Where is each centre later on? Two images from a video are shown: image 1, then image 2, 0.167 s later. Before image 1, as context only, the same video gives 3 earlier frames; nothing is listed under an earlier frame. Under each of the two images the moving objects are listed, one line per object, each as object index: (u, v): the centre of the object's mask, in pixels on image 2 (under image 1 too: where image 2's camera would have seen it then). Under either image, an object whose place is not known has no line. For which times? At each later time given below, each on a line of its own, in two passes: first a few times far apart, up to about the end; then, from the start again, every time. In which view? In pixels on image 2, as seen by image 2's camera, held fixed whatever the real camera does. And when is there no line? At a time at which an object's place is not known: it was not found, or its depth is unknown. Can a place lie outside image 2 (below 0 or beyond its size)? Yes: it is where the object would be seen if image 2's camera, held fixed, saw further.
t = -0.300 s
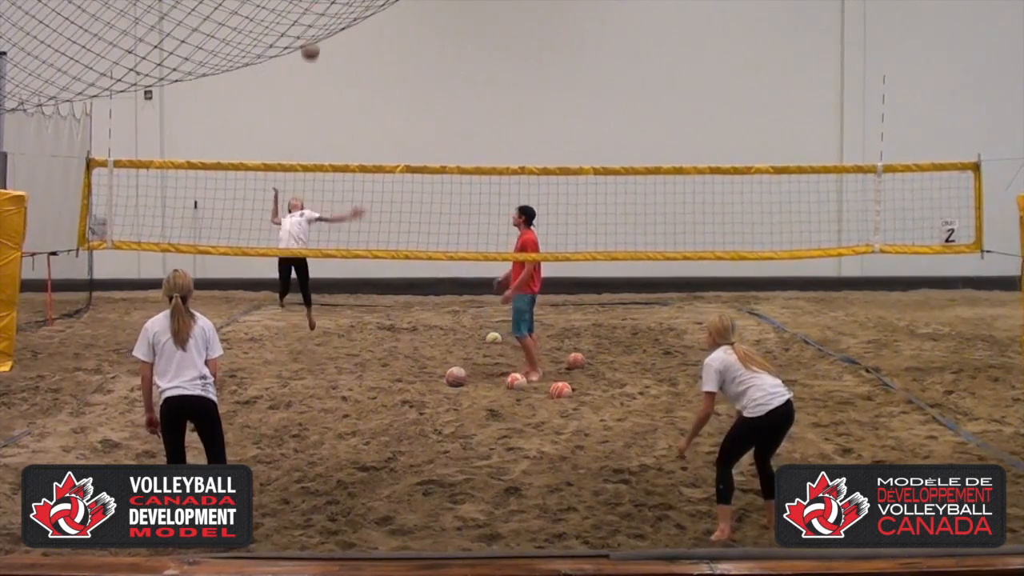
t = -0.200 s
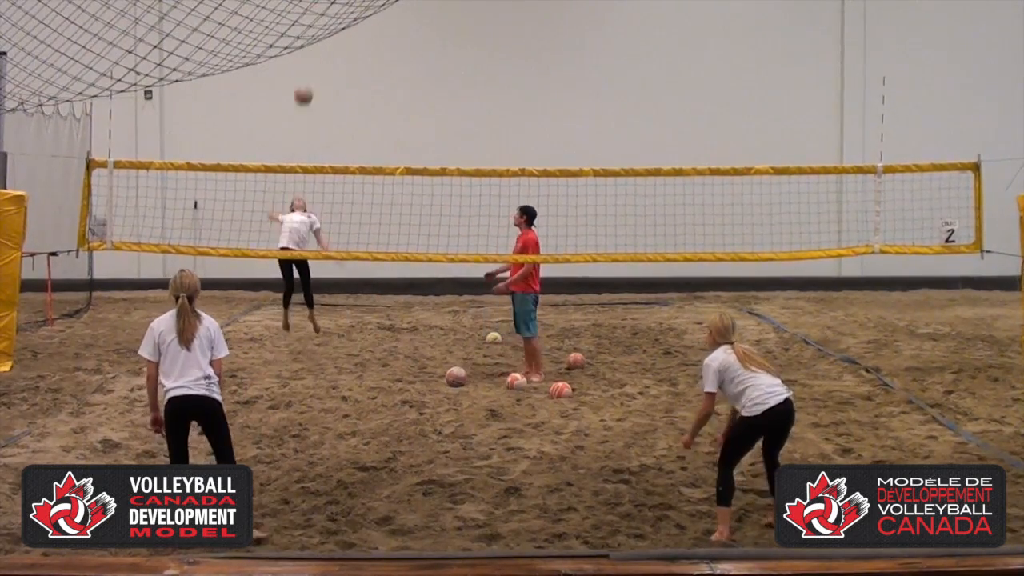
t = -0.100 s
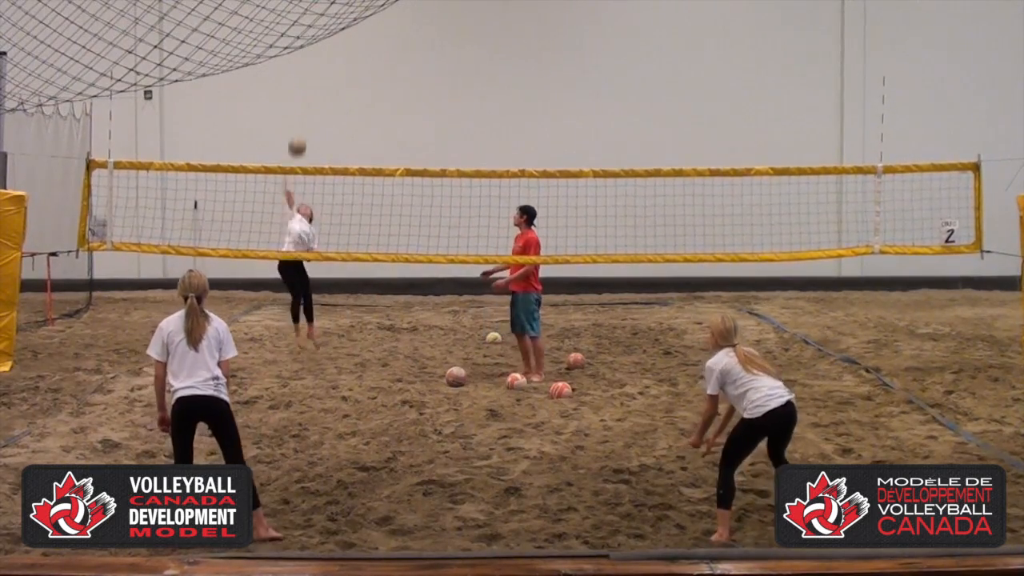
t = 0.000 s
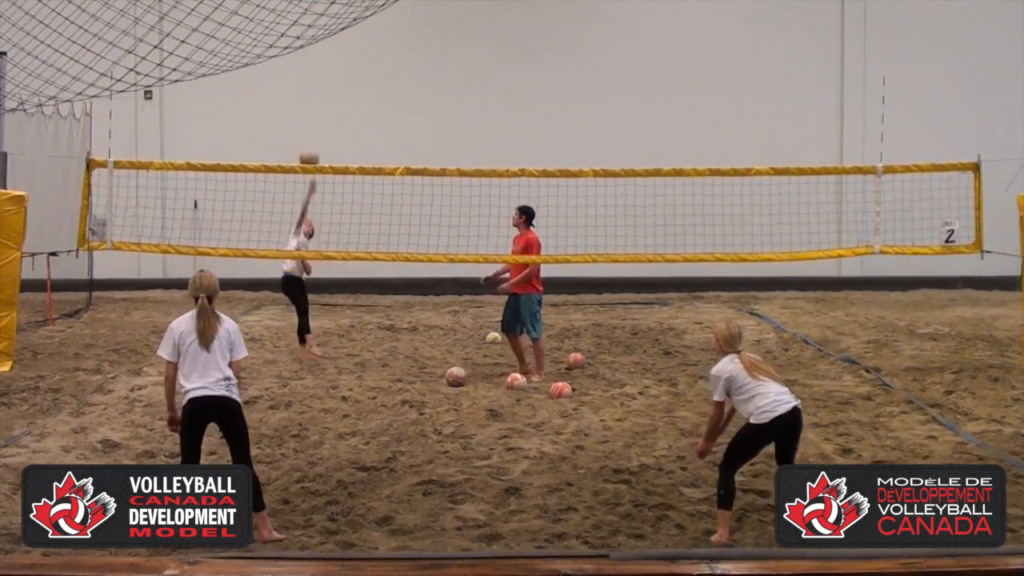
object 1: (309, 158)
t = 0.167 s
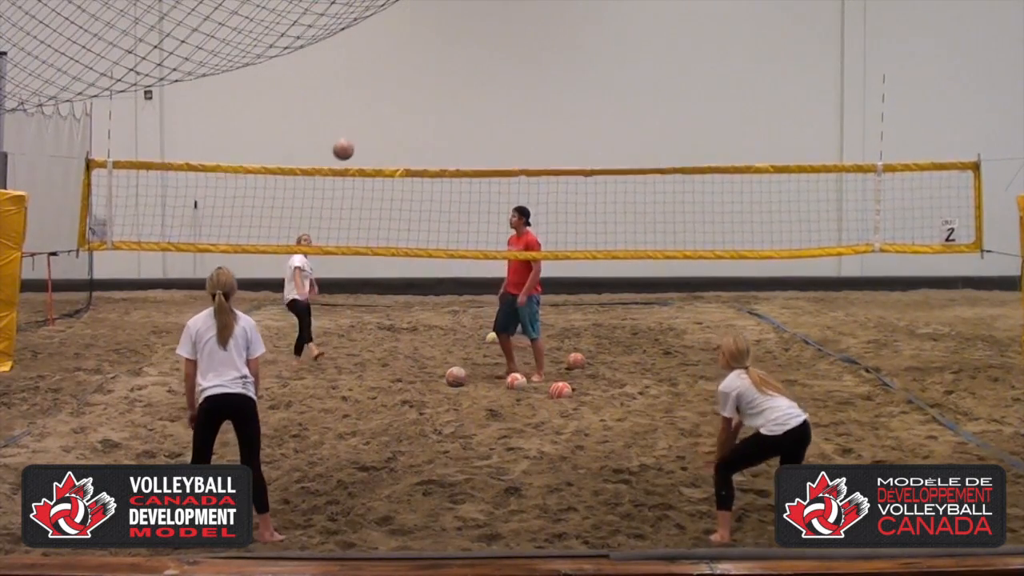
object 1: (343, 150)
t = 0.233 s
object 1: (355, 145)
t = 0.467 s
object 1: (402, 164)
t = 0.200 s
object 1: (349, 146)
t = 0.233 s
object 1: (355, 145)
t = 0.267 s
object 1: (361, 143)
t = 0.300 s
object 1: (368, 144)
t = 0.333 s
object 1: (375, 144)
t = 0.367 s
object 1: (381, 148)
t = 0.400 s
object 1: (388, 152)
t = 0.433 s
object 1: (395, 156)
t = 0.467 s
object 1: (402, 164)
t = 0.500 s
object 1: (409, 172)
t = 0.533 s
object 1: (416, 181)
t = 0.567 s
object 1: (424, 194)
